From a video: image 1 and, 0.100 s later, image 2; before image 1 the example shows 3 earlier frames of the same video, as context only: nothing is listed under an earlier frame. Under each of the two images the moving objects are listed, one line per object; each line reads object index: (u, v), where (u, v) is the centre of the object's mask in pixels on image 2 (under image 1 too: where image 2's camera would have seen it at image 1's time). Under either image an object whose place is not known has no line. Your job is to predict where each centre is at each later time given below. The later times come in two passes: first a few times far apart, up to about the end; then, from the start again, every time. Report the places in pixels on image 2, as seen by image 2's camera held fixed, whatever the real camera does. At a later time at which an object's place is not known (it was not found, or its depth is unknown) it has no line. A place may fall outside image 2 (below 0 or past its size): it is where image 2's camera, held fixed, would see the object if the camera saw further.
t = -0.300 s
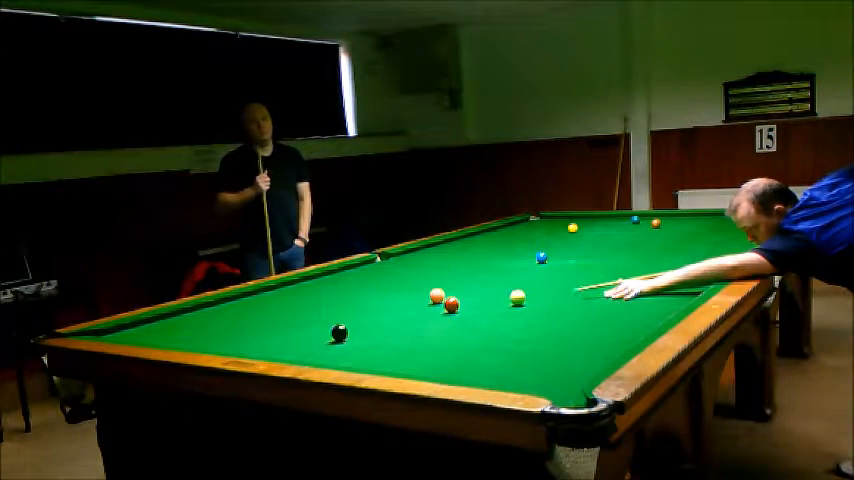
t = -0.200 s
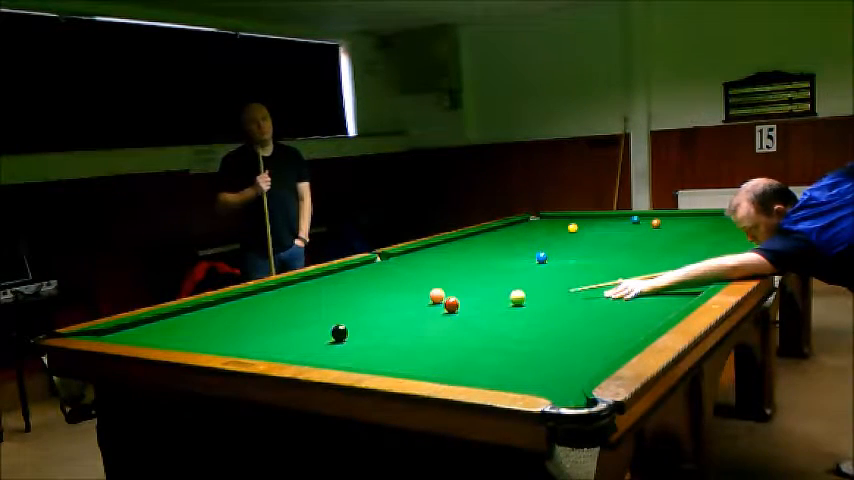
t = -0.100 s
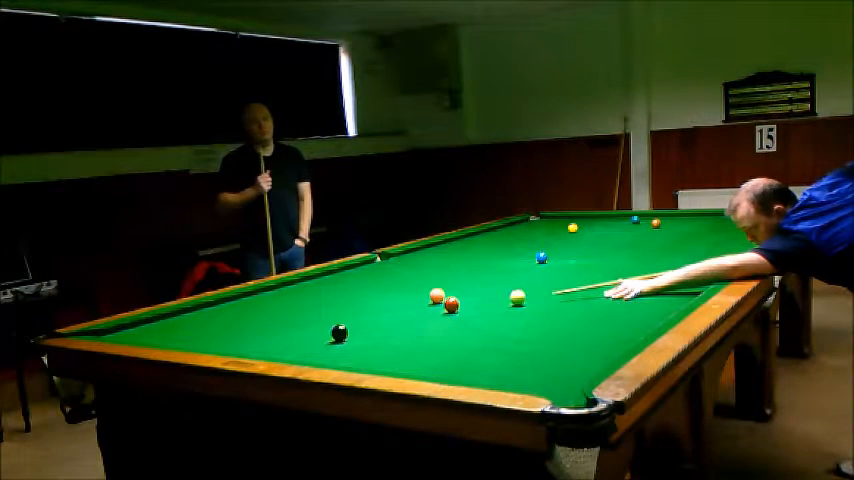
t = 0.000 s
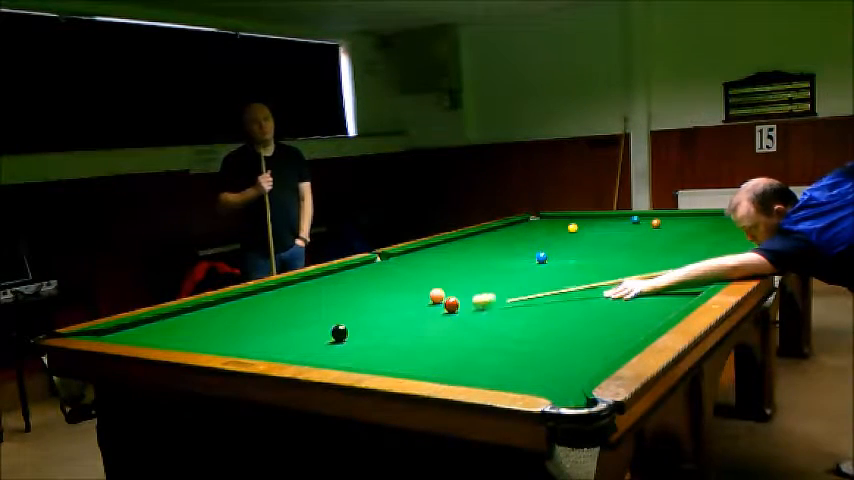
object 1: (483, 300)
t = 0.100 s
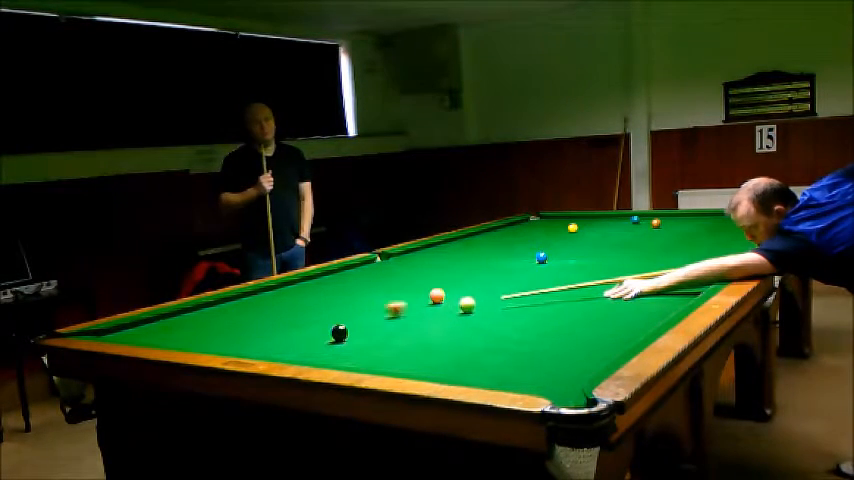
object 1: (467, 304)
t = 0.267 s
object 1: (470, 307)
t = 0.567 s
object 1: (476, 310)
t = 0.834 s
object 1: (482, 313)
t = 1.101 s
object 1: (486, 316)
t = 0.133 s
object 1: (467, 305)
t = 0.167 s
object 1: (468, 305)
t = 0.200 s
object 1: (469, 306)
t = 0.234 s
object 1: (470, 306)
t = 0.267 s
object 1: (470, 307)
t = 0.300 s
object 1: (471, 307)
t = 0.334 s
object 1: (472, 308)
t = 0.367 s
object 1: (472, 308)
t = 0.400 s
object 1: (473, 309)
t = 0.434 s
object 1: (474, 309)
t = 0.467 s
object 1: (474, 309)
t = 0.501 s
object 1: (475, 310)
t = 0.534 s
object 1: (476, 310)
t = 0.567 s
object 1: (476, 310)
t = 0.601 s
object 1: (477, 311)
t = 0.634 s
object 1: (478, 311)
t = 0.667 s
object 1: (478, 312)
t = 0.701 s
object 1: (479, 312)
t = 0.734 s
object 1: (480, 312)
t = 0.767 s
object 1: (480, 312)
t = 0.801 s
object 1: (481, 313)
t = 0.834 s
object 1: (482, 313)
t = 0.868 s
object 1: (482, 313)
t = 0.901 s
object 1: (483, 314)
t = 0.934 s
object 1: (484, 314)
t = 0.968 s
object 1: (484, 314)
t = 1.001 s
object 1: (485, 315)
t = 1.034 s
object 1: (485, 315)
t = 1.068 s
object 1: (486, 315)
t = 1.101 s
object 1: (486, 316)
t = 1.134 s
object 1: (487, 316)
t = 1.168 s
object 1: (487, 316)
